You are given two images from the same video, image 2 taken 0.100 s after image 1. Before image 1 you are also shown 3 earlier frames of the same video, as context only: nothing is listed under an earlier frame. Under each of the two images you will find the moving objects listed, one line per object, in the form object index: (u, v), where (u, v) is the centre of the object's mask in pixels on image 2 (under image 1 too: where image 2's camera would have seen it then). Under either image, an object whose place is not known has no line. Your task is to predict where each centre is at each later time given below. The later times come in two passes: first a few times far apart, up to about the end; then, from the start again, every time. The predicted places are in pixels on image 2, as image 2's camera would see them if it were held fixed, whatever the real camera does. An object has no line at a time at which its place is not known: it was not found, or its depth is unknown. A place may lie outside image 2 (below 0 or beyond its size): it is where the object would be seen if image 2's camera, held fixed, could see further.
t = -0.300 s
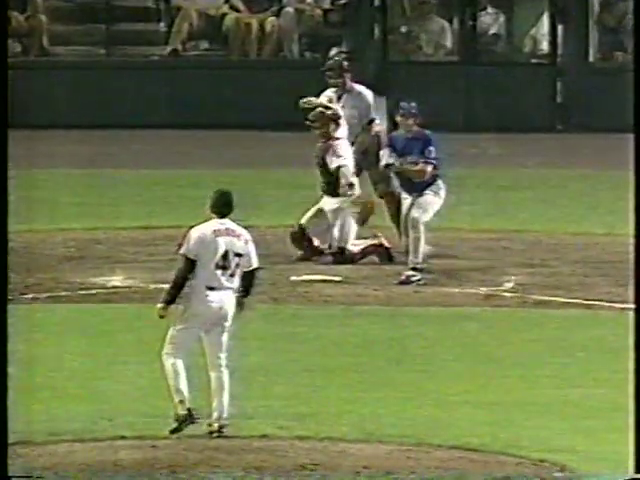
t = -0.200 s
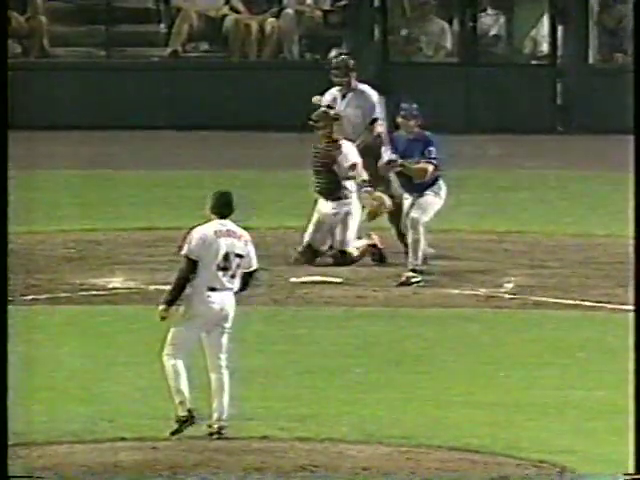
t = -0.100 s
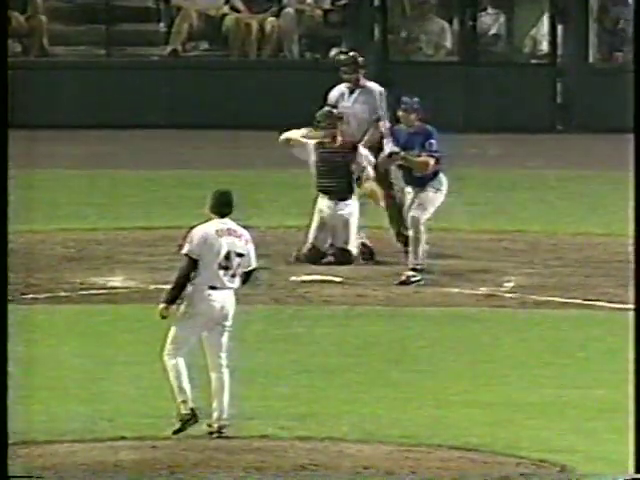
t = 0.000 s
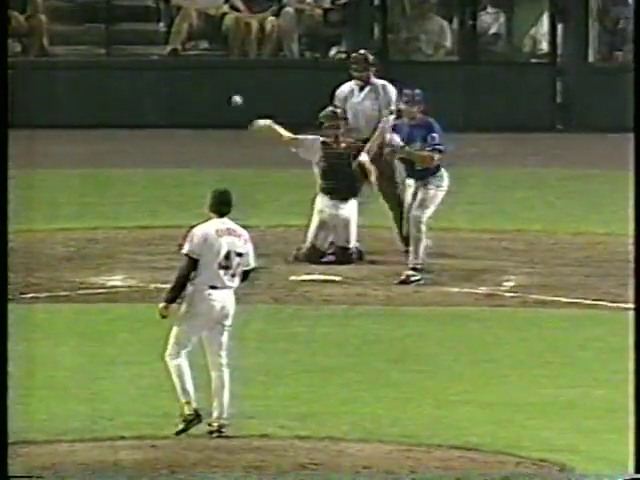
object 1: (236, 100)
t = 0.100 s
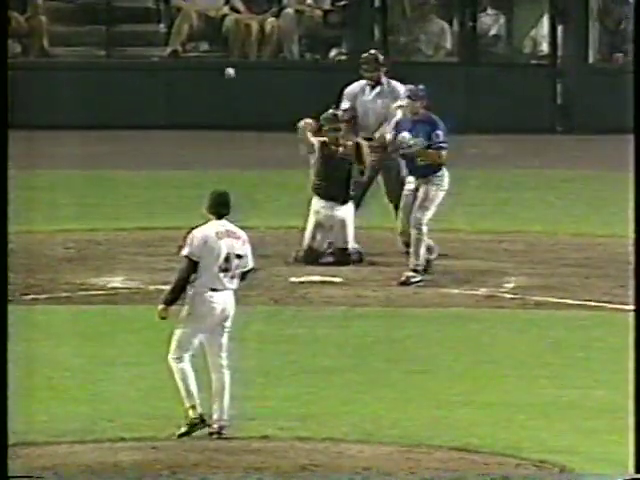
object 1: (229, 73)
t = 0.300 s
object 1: (211, 49)
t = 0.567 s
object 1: (180, 89)
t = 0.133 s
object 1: (226, 66)
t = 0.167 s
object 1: (224, 59)
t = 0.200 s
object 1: (221, 55)
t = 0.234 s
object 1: (219, 51)
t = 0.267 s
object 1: (215, 50)
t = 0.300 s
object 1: (211, 49)
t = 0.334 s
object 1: (208, 50)
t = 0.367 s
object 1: (205, 51)
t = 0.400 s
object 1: (201, 53)
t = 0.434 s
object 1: (197, 58)
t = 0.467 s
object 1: (193, 63)
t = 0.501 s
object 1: (189, 71)
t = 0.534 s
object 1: (185, 79)
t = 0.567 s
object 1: (180, 89)
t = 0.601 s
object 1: (176, 100)
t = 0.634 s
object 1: (171, 112)
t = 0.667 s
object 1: (167, 126)
